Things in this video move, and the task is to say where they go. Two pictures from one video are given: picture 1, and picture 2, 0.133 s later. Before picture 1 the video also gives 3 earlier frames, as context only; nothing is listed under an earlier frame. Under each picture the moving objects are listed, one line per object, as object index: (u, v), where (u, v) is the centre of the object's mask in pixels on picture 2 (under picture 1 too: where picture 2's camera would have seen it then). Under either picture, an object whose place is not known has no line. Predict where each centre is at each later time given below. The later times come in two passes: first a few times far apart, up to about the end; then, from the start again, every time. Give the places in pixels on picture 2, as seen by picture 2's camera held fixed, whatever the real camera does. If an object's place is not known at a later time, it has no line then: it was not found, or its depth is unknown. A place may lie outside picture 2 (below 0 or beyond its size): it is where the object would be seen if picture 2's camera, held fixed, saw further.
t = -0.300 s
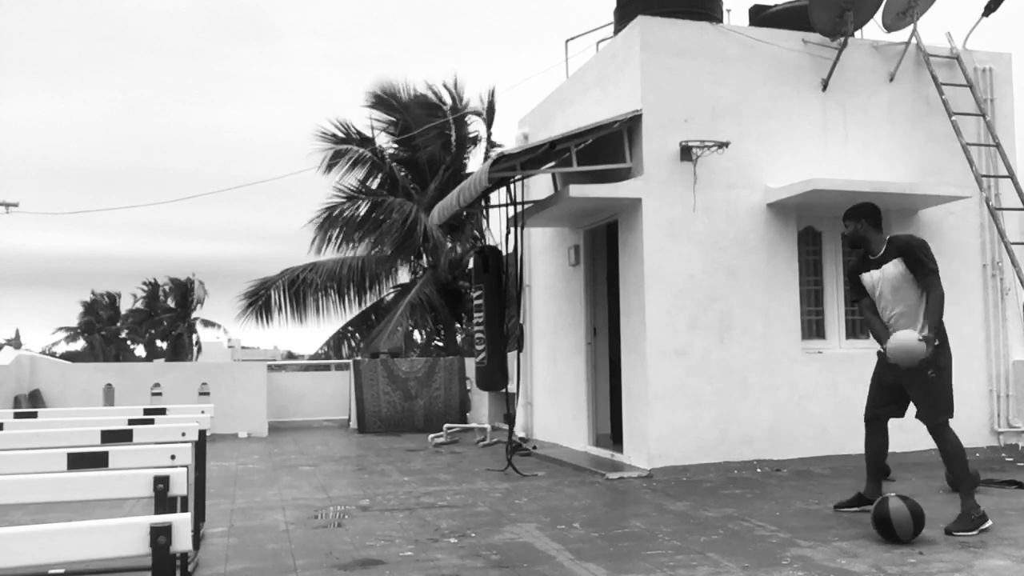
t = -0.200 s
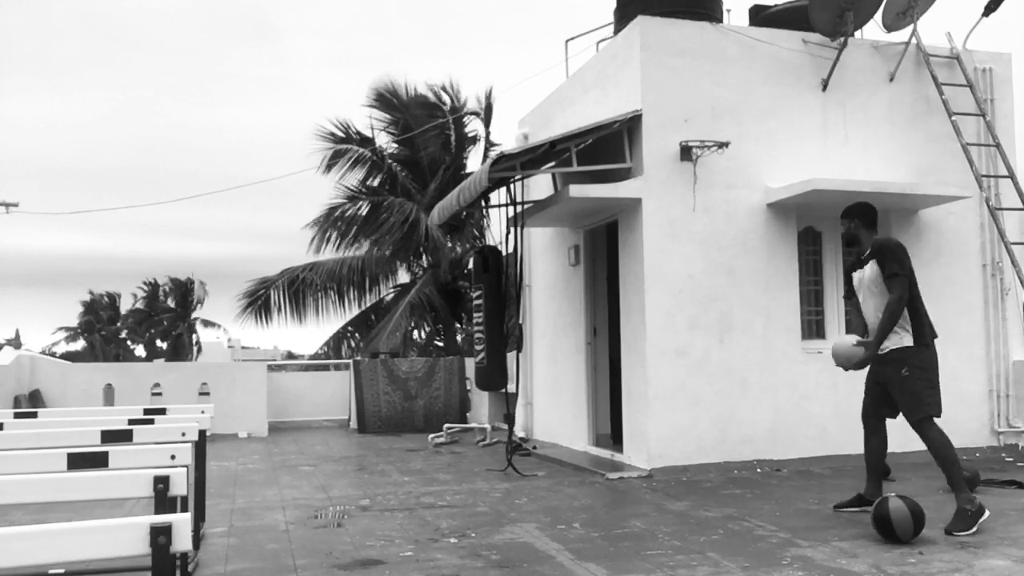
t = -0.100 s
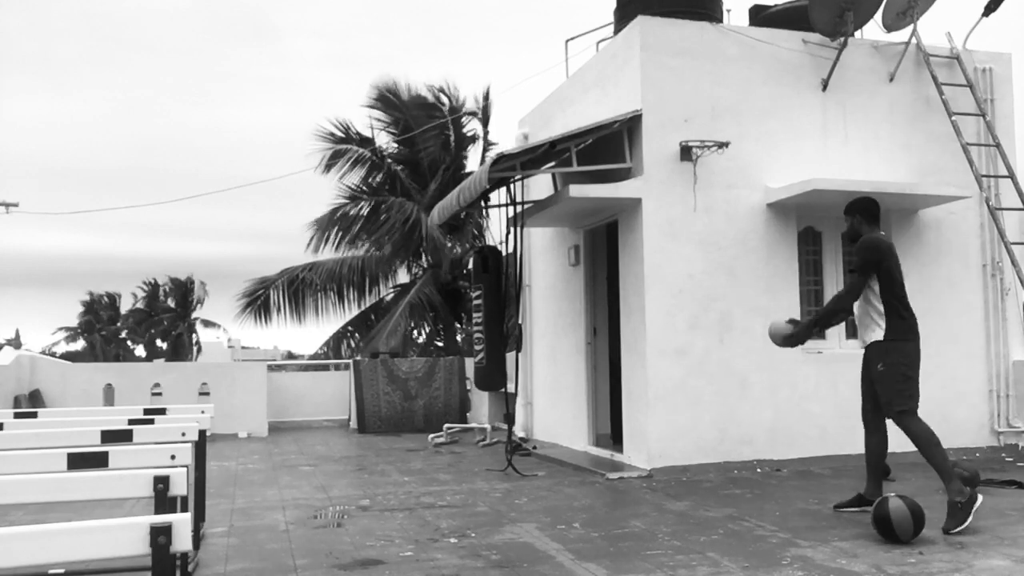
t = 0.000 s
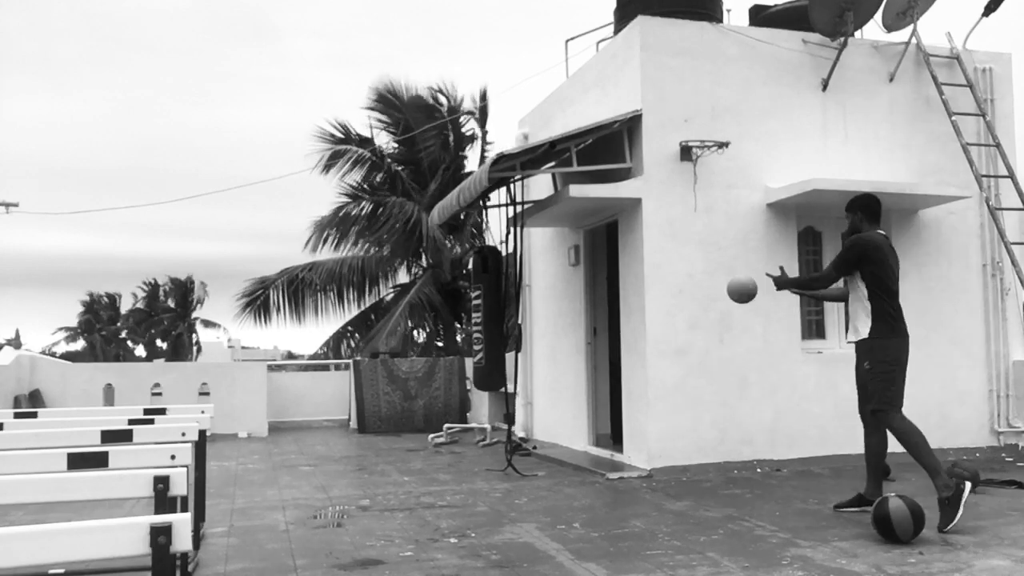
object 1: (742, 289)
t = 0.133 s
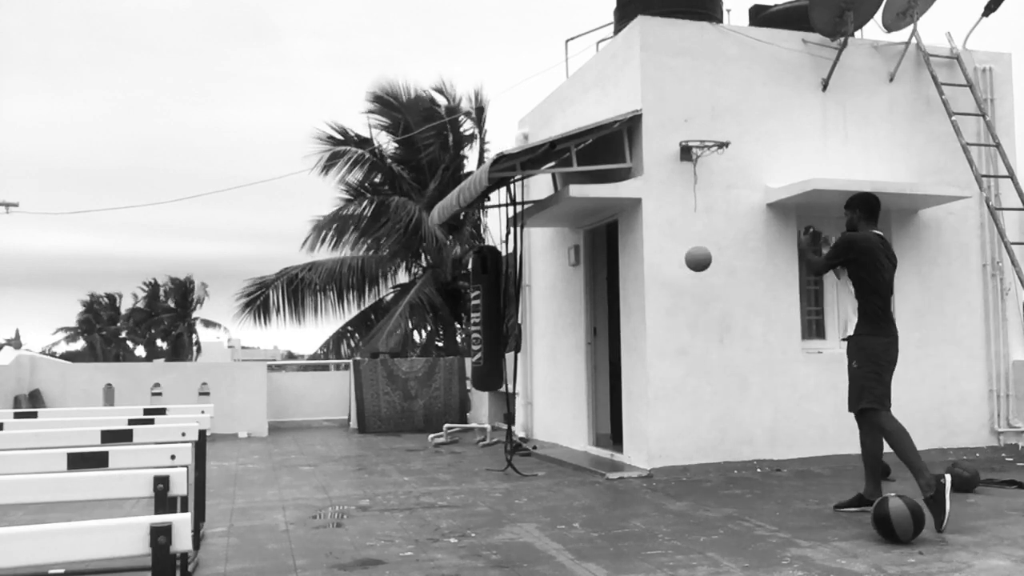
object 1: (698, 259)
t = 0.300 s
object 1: (700, 240)
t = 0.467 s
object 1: (747, 242)
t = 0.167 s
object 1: (689, 256)
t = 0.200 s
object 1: (680, 255)
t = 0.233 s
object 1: (684, 249)
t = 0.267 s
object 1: (692, 244)
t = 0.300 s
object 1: (700, 240)
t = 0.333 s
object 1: (709, 237)
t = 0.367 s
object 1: (718, 236)
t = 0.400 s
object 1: (727, 236)
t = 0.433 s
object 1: (736, 238)
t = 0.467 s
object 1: (747, 242)
